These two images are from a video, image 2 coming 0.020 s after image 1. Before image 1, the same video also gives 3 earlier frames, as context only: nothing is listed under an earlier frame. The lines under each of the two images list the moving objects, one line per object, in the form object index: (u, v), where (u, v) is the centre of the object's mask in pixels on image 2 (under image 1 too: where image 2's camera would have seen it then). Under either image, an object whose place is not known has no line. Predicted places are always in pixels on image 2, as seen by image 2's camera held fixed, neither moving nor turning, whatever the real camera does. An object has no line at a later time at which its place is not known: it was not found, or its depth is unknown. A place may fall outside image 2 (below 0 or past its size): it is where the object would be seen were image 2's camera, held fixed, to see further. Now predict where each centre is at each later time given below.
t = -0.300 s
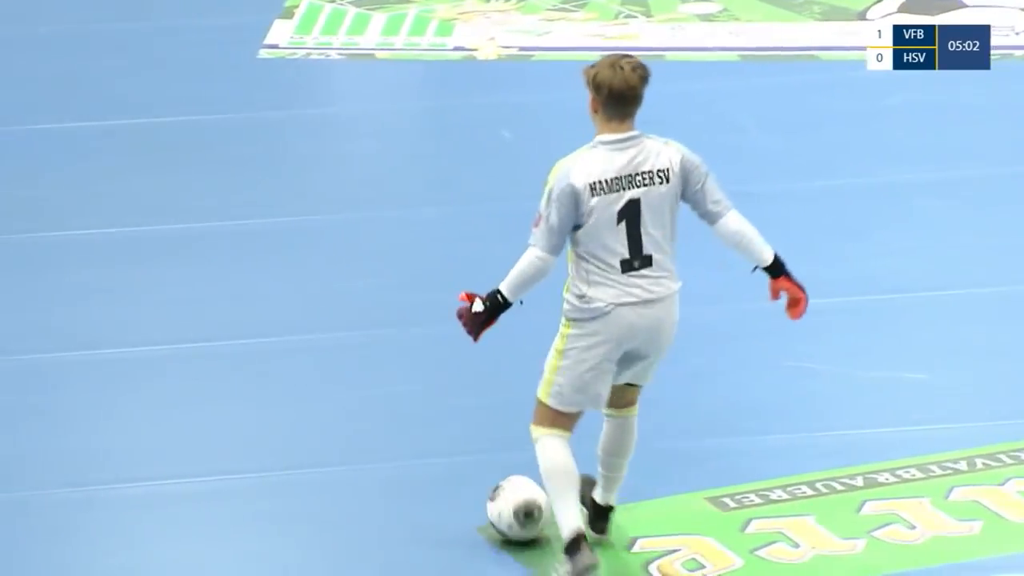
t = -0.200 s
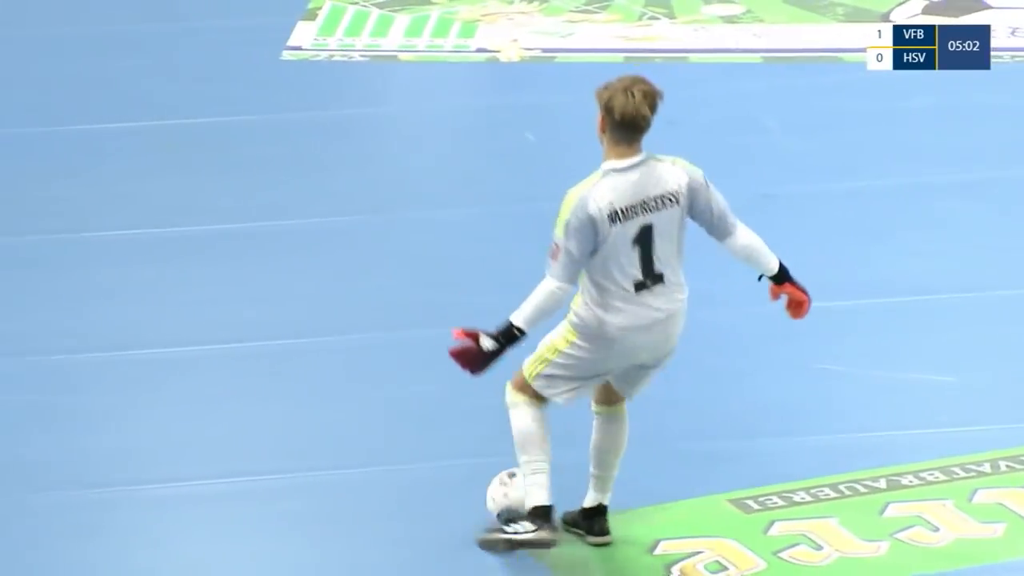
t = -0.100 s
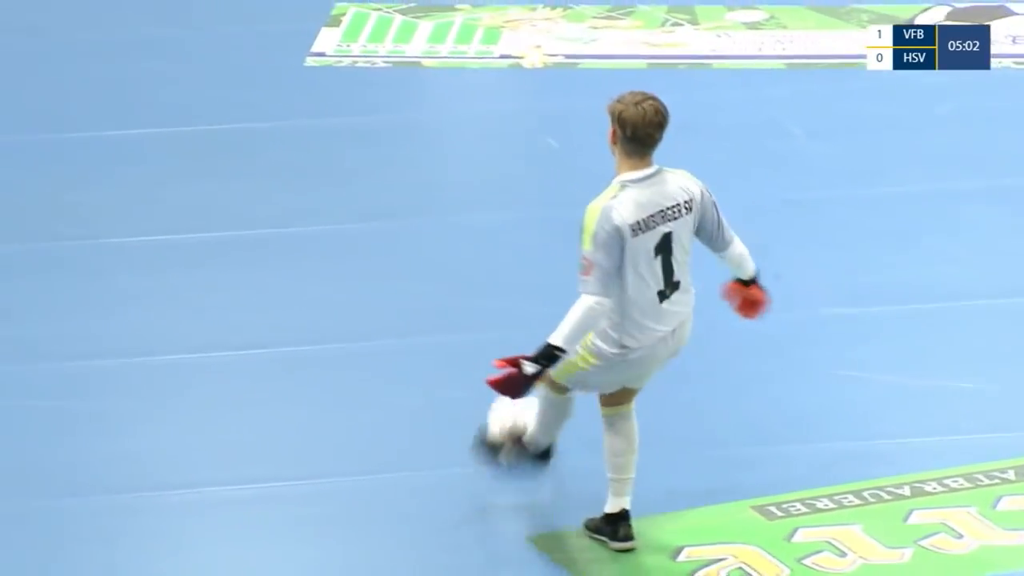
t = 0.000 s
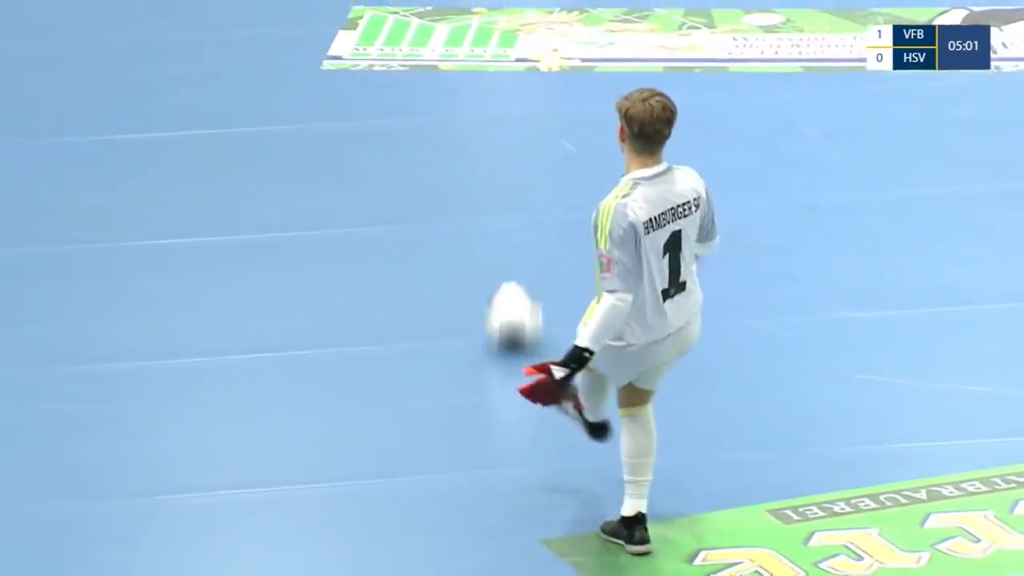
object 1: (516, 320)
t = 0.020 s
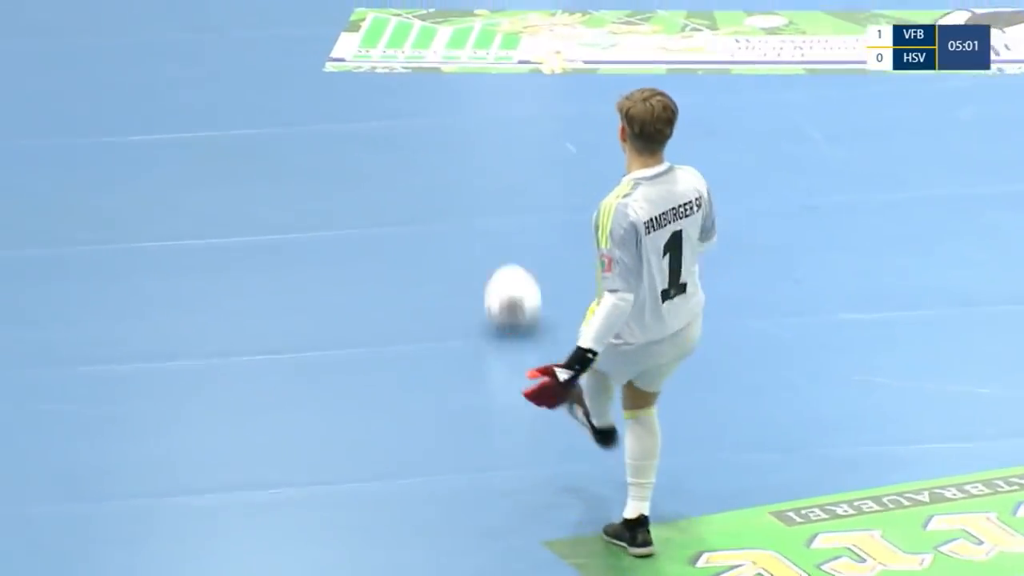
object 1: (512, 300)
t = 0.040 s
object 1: (509, 280)
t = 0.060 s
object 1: (506, 262)
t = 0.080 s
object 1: (504, 243)
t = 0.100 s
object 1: (500, 225)
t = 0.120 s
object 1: (497, 209)
